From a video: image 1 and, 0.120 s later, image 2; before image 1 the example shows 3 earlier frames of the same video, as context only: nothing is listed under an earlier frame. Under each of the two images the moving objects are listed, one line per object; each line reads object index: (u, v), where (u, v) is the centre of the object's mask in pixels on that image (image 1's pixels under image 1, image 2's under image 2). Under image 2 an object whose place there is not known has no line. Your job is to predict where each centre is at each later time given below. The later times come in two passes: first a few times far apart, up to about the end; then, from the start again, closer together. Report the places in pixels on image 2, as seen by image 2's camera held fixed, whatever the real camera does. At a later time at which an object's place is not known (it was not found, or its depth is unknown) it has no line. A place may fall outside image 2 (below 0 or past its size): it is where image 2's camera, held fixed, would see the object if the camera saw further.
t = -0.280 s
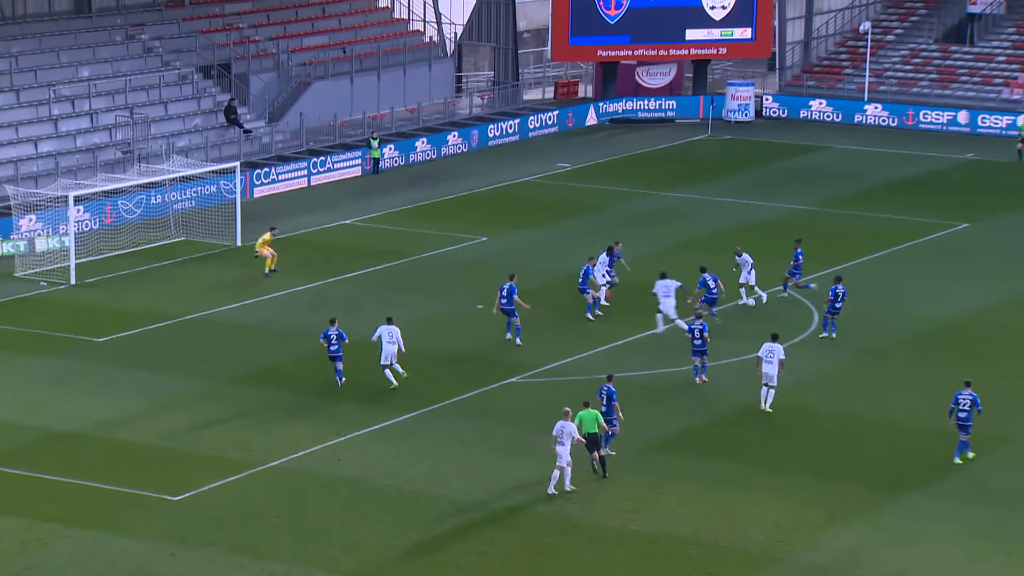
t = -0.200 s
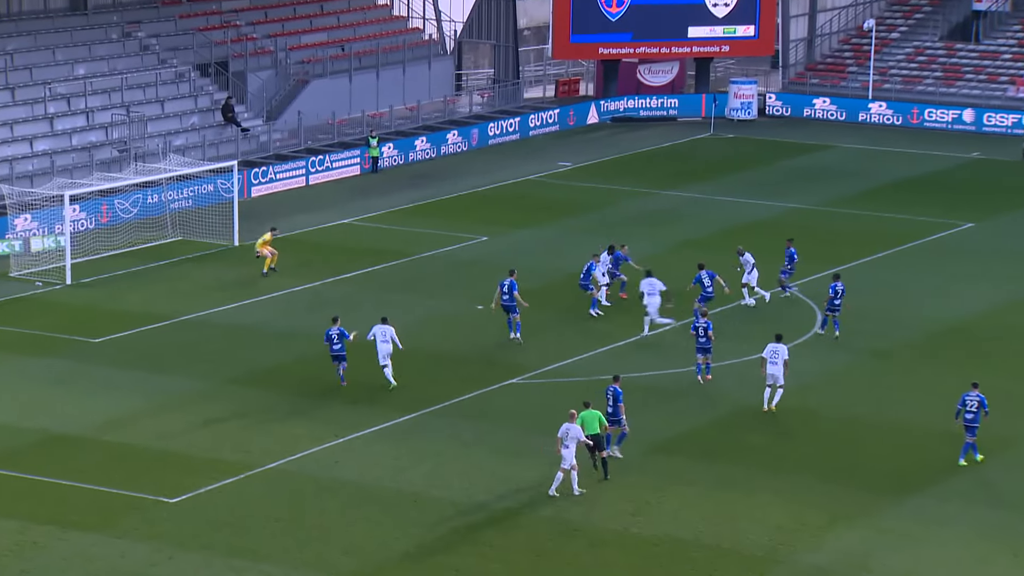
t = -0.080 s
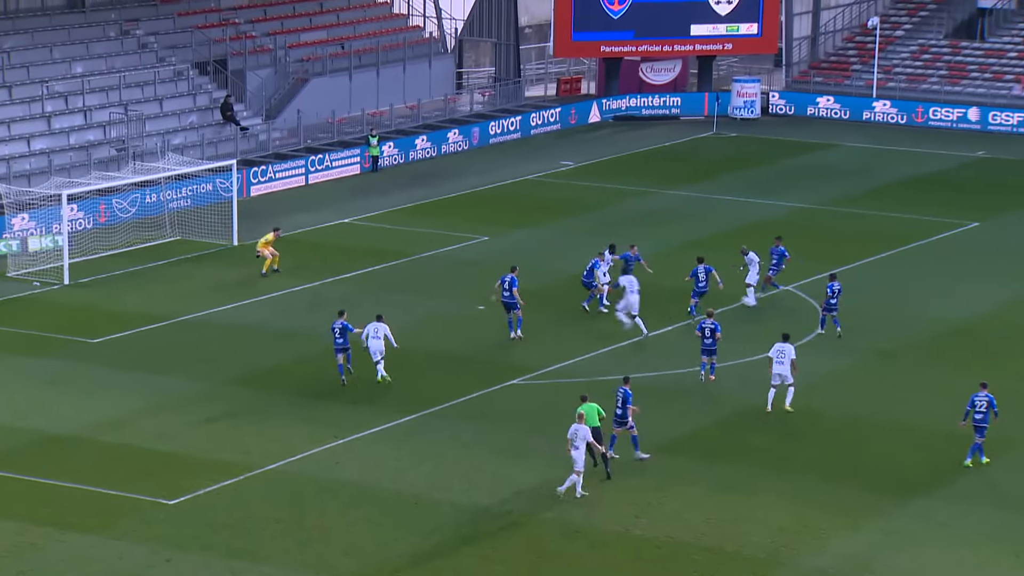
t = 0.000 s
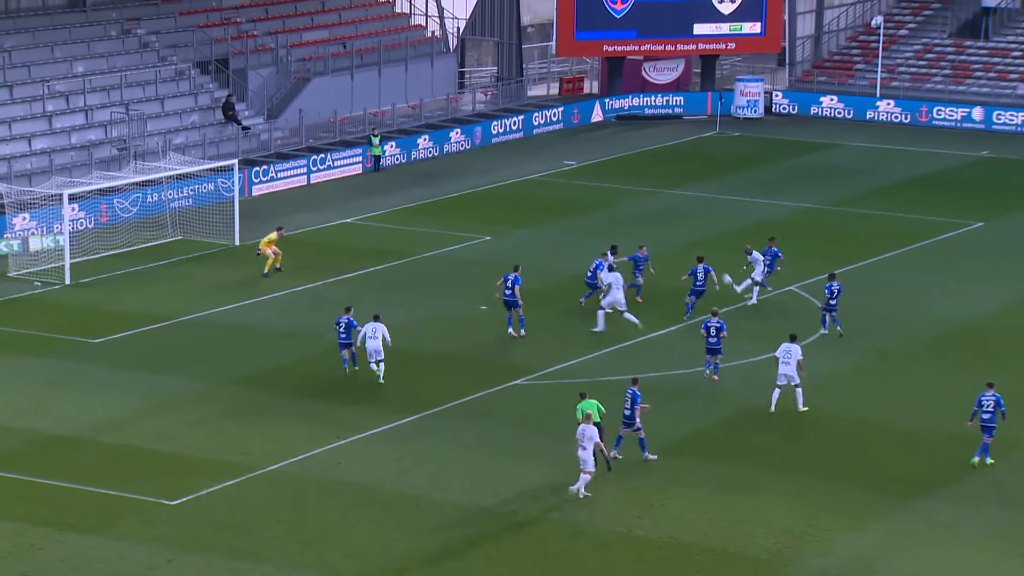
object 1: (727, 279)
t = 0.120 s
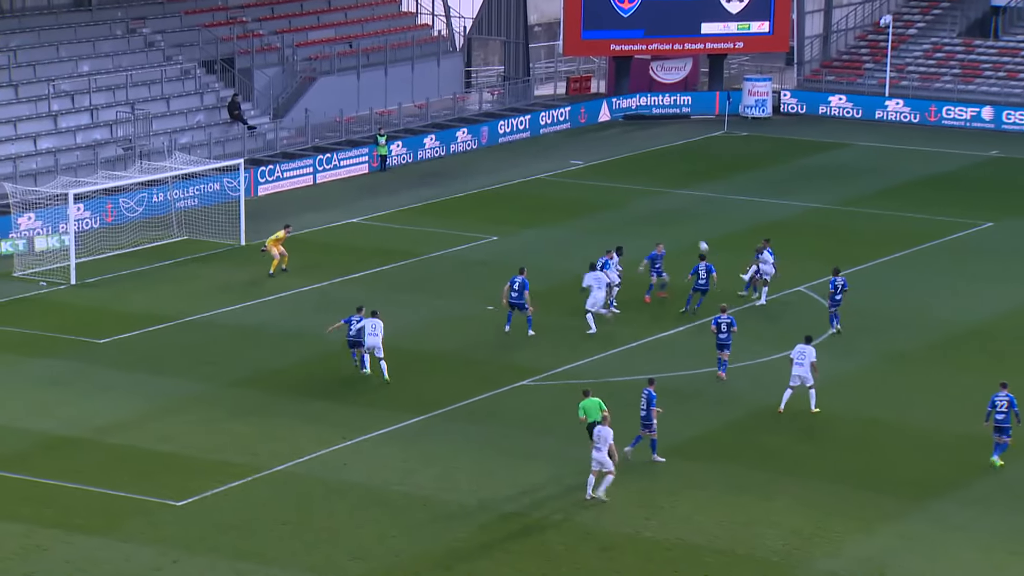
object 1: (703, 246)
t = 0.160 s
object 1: (692, 236)
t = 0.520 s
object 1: (600, 176)
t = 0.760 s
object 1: (538, 164)
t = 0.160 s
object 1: (692, 236)
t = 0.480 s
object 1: (610, 180)
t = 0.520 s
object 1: (600, 176)
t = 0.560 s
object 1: (589, 173)
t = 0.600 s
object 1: (578, 171)
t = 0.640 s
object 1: (569, 168)
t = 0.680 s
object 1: (558, 166)
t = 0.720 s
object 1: (548, 164)
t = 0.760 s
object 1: (538, 164)
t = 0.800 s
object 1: (529, 164)
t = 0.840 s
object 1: (518, 165)
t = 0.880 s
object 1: (509, 165)
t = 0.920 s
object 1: (499, 167)
